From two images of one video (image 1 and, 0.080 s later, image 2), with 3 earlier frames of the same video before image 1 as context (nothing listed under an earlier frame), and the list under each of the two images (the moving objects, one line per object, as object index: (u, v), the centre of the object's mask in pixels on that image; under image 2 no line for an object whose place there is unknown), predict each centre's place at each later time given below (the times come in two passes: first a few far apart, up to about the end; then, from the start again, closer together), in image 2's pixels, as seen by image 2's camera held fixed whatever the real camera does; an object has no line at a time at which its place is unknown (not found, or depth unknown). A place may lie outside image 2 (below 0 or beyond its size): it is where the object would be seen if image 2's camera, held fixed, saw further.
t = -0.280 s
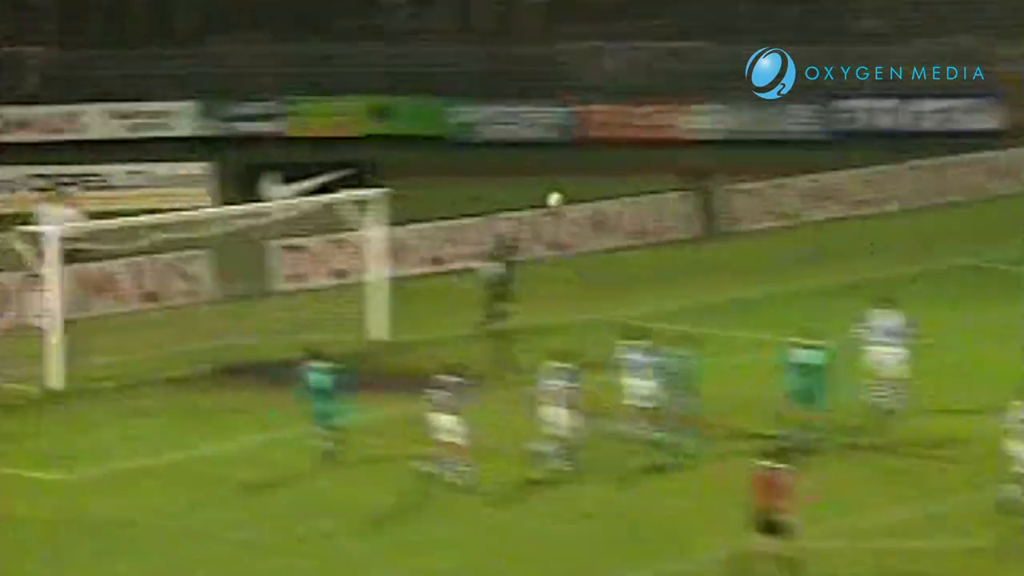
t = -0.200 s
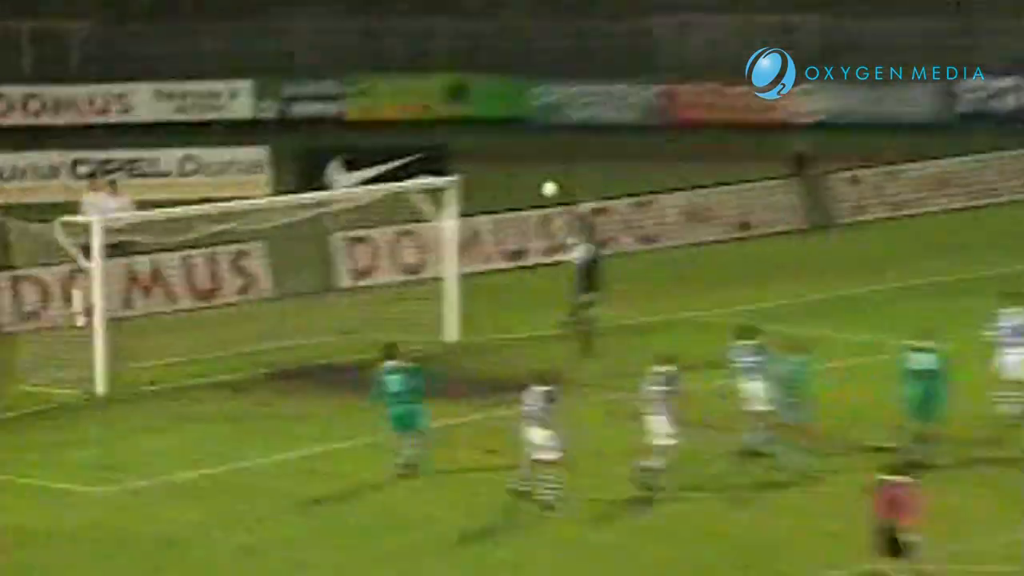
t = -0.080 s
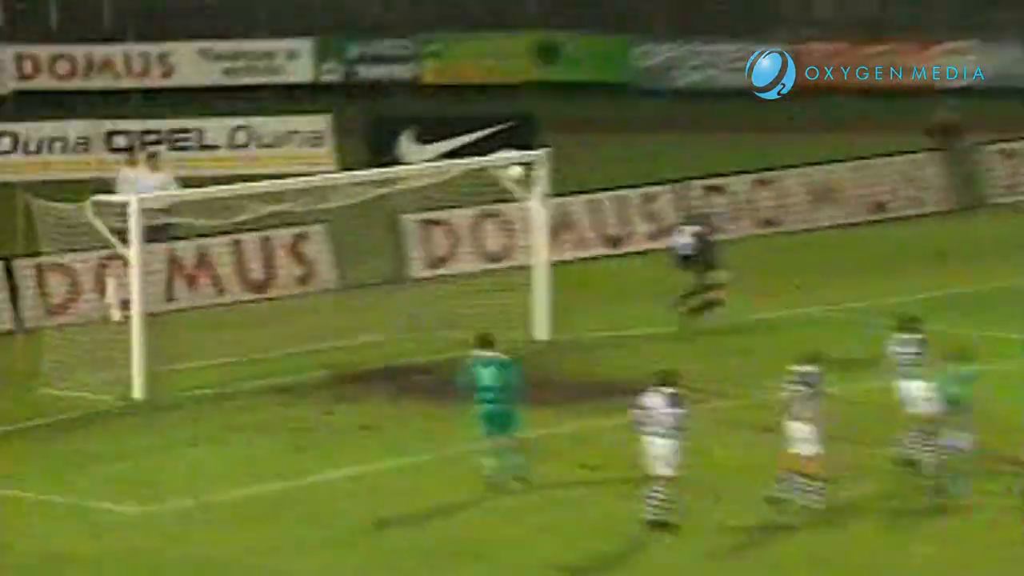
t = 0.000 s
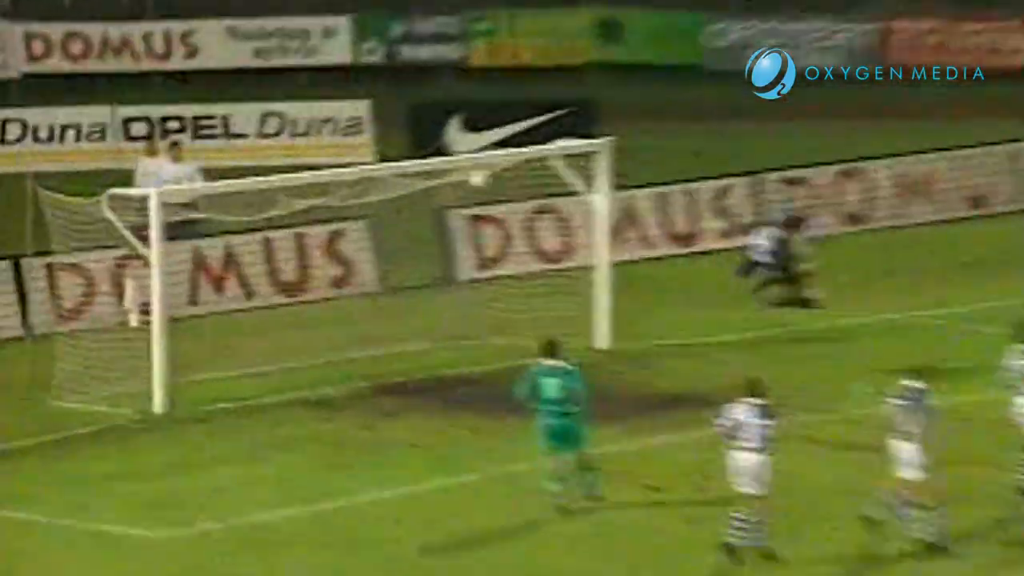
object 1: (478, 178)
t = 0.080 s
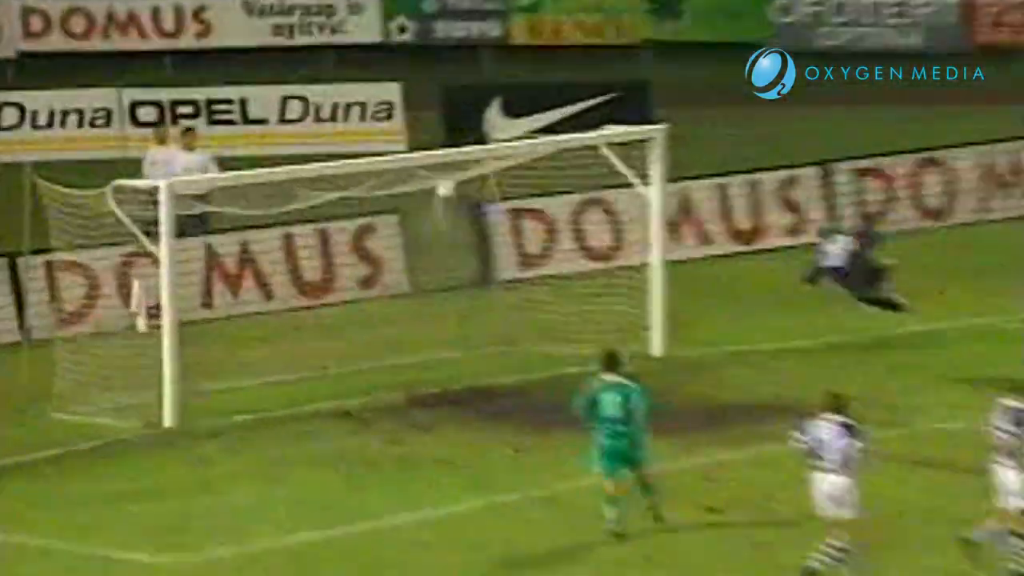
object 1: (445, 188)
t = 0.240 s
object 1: (461, 235)
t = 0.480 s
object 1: (500, 347)
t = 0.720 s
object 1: (553, 299)
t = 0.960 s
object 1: (608, 301)
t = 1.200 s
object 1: (659, 359)
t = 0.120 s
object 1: (443, 194)
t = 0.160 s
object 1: (449, 206)
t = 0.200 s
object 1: (454, 219)
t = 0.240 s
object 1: (461, 235)
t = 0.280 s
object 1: (468, 254)
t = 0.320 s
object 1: (474, 273)
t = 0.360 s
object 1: (480, 293)
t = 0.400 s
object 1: (486, 314)
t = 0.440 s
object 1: (492, 336)
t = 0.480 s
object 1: (500, 347)
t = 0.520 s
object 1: (508, 336)
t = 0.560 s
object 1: (518, 325)
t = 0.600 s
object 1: (527, 316)
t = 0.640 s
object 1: (536, 309)
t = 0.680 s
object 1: (545, 302)
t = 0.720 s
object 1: (553, 299)
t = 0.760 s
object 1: (562, 296)
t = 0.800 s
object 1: (572, 293)
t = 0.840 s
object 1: (580, 293)
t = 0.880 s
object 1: (589, 295)
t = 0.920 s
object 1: (599, 297)
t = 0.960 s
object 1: (608, 301)
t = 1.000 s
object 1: (616, 307)
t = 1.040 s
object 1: (625, 313)
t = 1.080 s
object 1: (634, 324)
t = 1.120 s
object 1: (641, 331)
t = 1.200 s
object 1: (659, 359)
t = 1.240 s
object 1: (668, 372)
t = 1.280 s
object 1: (677, 371)
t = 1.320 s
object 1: (686, 365)
